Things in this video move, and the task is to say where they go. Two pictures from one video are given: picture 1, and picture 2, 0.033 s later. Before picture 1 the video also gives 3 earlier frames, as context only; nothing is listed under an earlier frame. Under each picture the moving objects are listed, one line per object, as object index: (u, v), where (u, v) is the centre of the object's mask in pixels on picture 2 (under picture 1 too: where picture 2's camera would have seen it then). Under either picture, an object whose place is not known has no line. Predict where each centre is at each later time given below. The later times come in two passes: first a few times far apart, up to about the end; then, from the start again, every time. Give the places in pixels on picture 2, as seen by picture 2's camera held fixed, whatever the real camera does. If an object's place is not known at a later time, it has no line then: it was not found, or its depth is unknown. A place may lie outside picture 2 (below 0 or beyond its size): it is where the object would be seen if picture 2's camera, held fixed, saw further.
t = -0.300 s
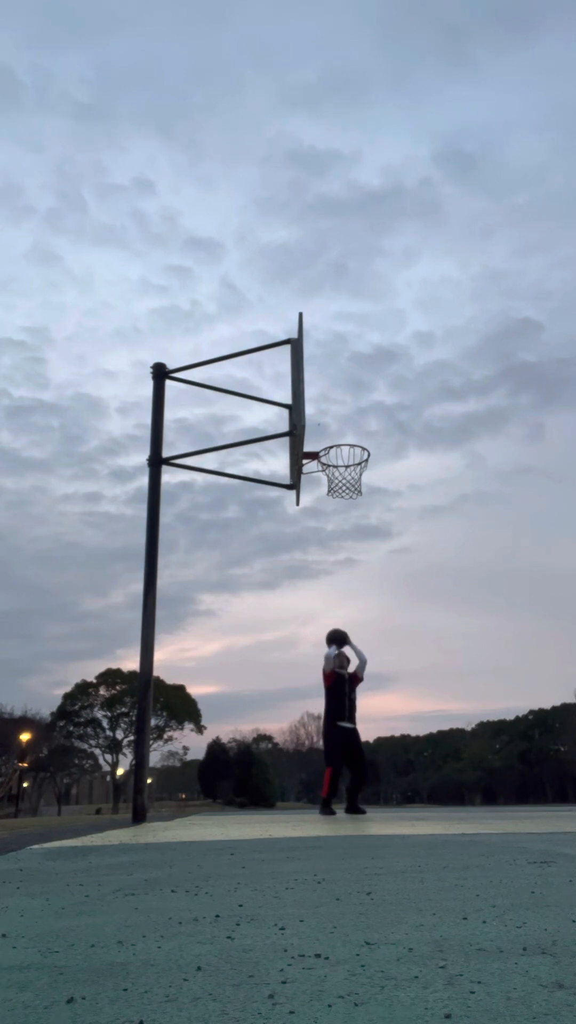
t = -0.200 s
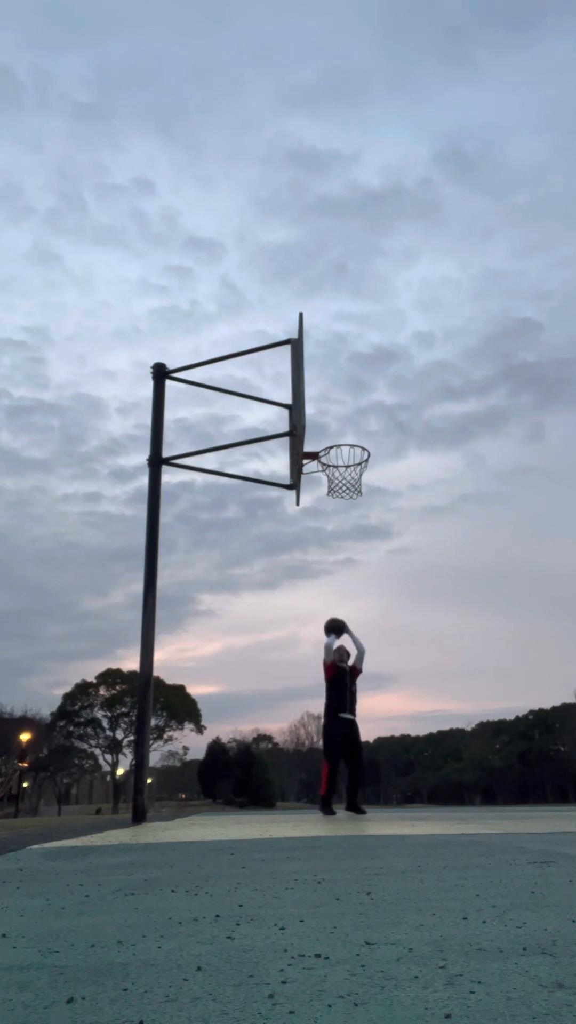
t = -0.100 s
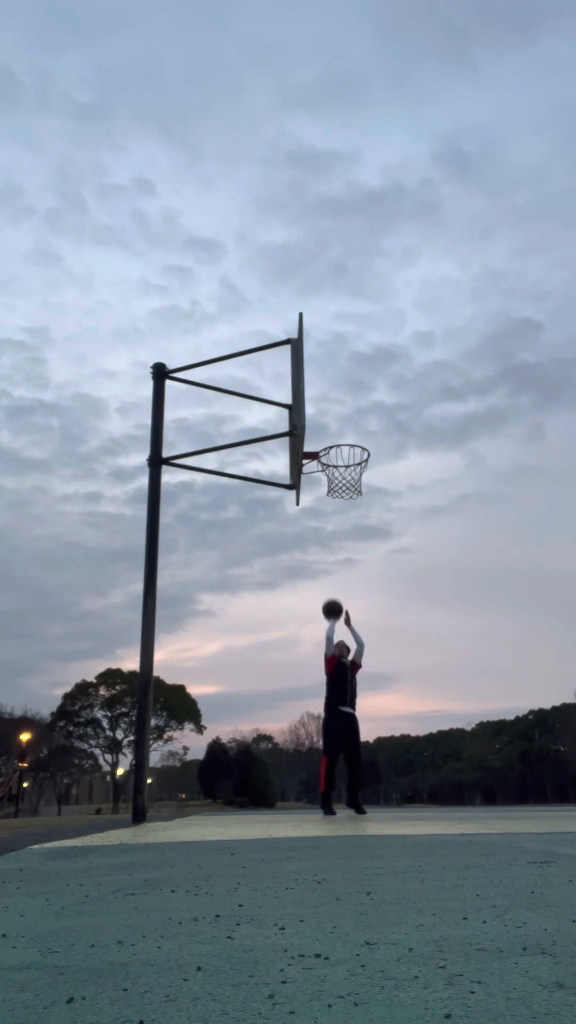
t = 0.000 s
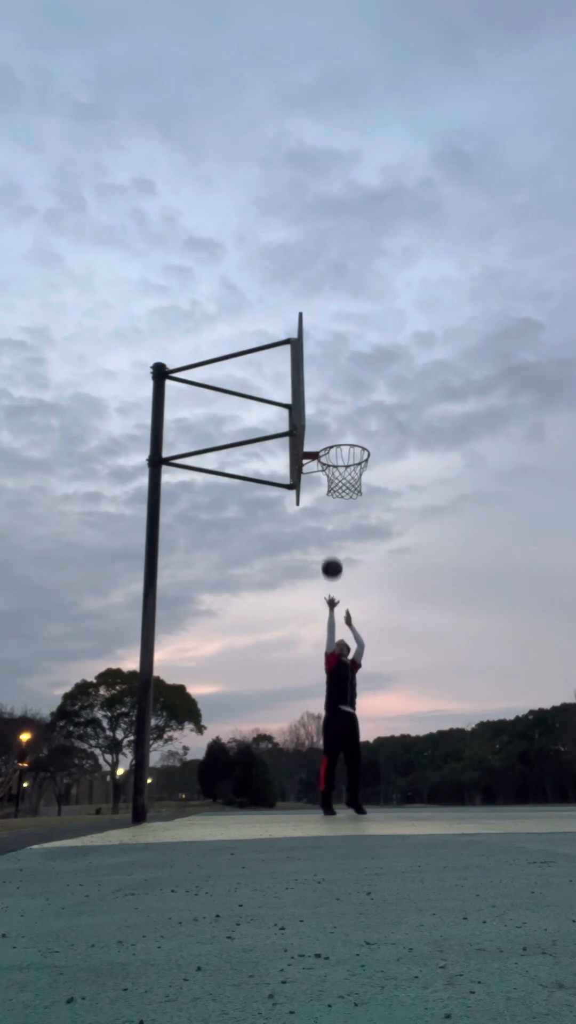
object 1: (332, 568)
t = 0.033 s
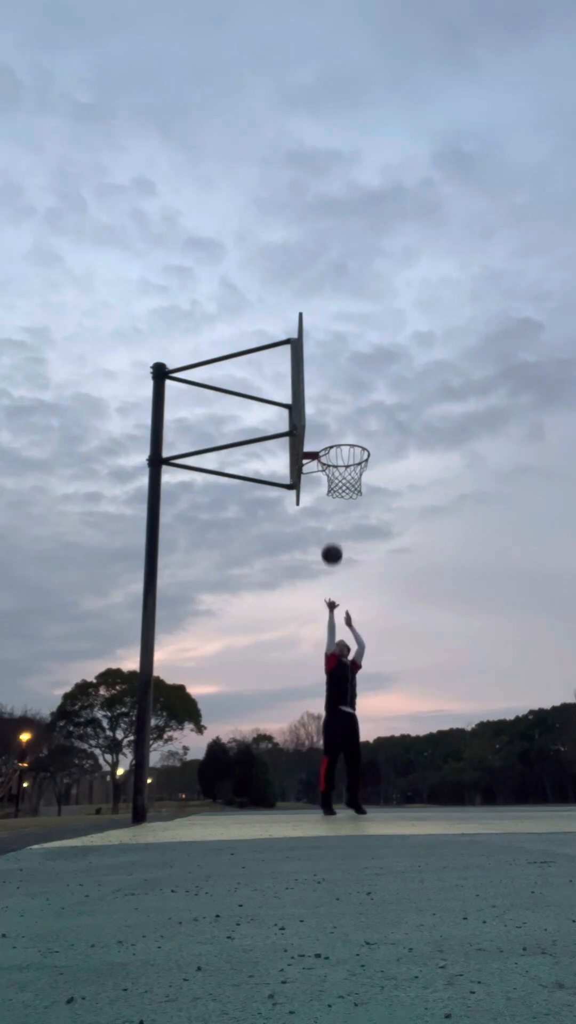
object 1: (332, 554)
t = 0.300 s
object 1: (332, 471)
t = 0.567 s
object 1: (337, 440)
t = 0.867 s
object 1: (352, 496)
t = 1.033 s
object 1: (365, 571)
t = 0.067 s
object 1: (332, 541)
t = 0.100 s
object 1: (332, 528)
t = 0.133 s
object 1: (332, 517)
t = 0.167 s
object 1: (332, 506)
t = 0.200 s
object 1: (332, 496)
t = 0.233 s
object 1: (332, 488)
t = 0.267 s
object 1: (332, 479)
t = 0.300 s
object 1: (332, 471)
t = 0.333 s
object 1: (333, 464)
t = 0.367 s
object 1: (333, 458)
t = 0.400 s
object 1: (334, 453)
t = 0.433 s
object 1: (334, 449)
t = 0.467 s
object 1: (335, 445)
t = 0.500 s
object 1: (335, 443)
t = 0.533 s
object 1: (336, 441)
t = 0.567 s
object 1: (337, 440)
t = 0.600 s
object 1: (337, 441)
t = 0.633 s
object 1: (338, 442)
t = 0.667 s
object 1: (339, 445)
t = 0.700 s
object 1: (340, 449)
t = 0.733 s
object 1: (341, 454)
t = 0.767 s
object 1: (344, 462)
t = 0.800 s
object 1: (347, 473)
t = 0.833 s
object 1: (349, 484)
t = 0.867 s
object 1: (352, 496)
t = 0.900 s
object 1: (354, 507)
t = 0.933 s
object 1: (357, 521)
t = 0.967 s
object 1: (359, 536)
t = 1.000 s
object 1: (362, 553)
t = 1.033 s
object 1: (365, 571)
